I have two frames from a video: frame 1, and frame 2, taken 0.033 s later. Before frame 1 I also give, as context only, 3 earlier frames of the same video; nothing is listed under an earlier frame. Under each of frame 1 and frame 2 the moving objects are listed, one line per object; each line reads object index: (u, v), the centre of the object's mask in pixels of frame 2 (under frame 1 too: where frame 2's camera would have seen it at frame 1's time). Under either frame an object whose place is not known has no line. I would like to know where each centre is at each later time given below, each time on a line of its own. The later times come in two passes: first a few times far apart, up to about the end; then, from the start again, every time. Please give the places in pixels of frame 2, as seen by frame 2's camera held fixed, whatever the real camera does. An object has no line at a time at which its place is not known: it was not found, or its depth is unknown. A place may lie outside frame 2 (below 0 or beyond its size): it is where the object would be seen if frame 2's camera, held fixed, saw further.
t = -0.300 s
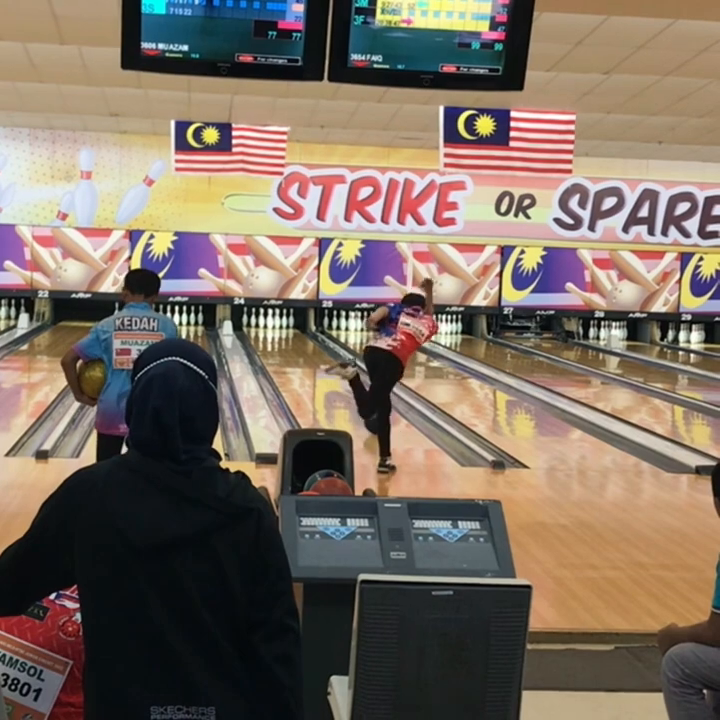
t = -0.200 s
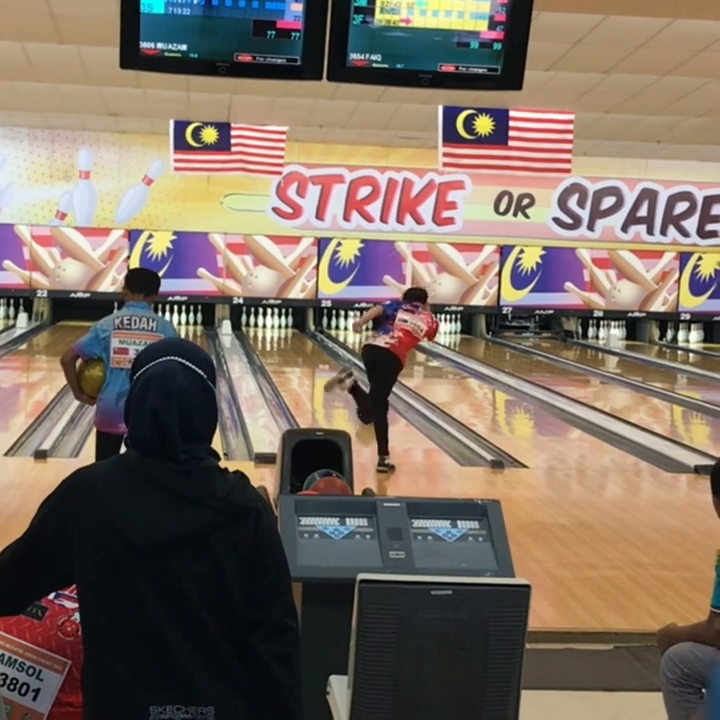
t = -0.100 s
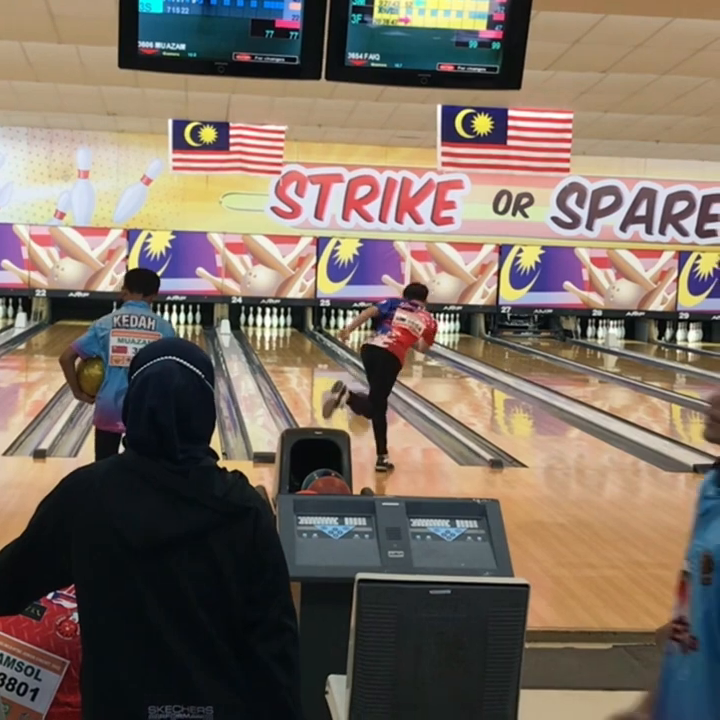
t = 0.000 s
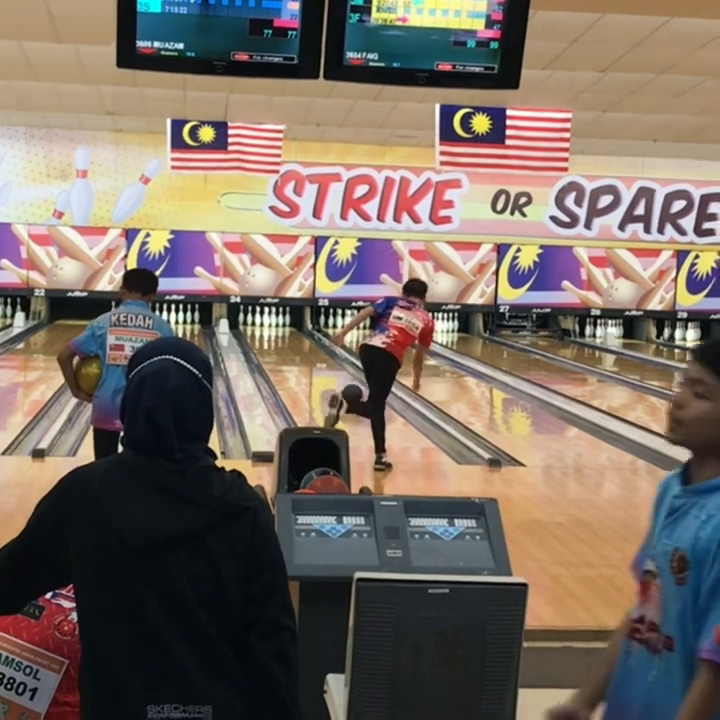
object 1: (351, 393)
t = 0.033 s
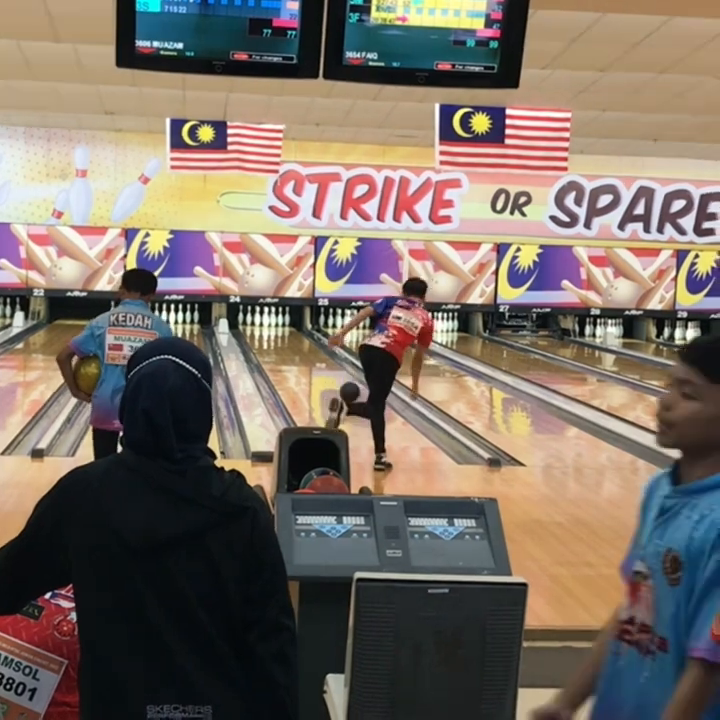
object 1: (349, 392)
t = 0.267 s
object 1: (336, 377)
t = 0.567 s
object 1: (322, 363)
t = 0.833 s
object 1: (311, 352)
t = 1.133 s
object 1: (299, 342)
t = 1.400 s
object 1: (289, 334)
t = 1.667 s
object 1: (278, 328)
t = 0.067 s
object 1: (347, 390)
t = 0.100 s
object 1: (346, 387)
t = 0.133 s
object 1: (344, 385)
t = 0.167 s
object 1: (342, 383)
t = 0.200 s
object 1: (340, 381)
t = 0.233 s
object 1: (338, 379)
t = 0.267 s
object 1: (336, 377)
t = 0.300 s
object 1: (335, 376)
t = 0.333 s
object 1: (333, 374)
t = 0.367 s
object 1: (331, 372)
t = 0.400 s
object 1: (330, 371)
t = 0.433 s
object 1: (328, 369)
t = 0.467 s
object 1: (327, 367)
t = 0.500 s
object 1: (325, 366)
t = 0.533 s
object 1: (324, 364)
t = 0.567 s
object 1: (322, 363)
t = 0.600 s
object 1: (321, 361)
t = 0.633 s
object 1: (319, 360)
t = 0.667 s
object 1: (318, 358)
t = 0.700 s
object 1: (316, 357)
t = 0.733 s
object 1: (314, 356)
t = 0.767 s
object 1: (313, 354)
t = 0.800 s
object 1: (312, 353)
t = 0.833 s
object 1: (311, 352)
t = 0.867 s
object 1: (309, 351)
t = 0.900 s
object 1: (308, 350)
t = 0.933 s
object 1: (306, 349)
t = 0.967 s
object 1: (305, 348)
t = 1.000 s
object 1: (304, 347)
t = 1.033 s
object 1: (303, 345)
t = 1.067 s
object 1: (301, 344)
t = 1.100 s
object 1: (300, 343)
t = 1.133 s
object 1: (299, 342)
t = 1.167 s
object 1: (298, 341)
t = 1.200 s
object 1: (296, 340)
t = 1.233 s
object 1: (295, 339)
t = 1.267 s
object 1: (294, 338)
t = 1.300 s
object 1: (293, 338)
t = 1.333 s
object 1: (292, 336)
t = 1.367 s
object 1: (290, 335)
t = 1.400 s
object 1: (289, 334)
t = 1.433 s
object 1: (288, 333)
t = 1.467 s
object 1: (287, 333)
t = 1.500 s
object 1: (286, 332)
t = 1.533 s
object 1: (284, 331)
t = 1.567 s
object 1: (283, 331)
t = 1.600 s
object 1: (281, 330)
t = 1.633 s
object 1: (279, 329)
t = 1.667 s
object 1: (278, 328)
